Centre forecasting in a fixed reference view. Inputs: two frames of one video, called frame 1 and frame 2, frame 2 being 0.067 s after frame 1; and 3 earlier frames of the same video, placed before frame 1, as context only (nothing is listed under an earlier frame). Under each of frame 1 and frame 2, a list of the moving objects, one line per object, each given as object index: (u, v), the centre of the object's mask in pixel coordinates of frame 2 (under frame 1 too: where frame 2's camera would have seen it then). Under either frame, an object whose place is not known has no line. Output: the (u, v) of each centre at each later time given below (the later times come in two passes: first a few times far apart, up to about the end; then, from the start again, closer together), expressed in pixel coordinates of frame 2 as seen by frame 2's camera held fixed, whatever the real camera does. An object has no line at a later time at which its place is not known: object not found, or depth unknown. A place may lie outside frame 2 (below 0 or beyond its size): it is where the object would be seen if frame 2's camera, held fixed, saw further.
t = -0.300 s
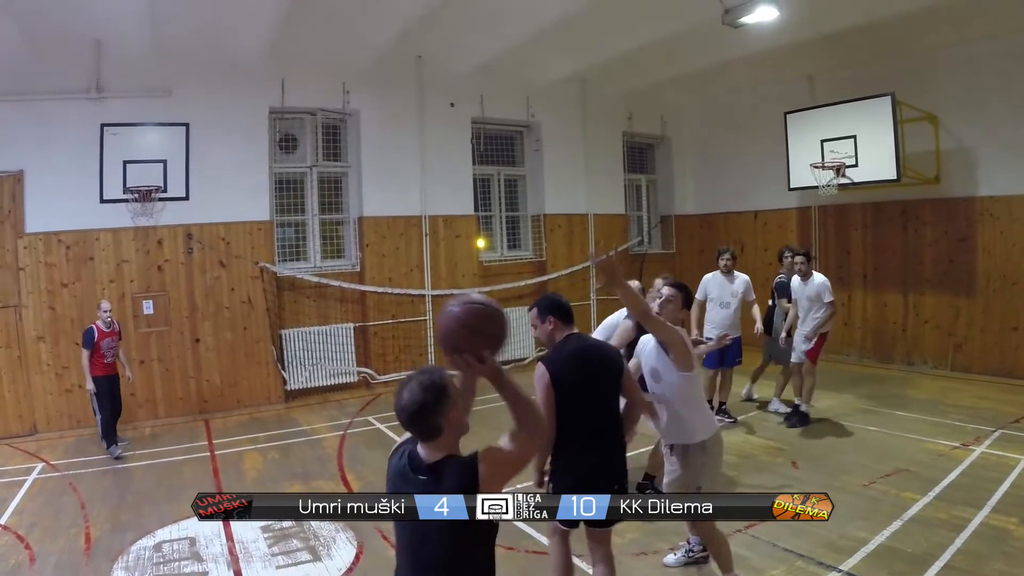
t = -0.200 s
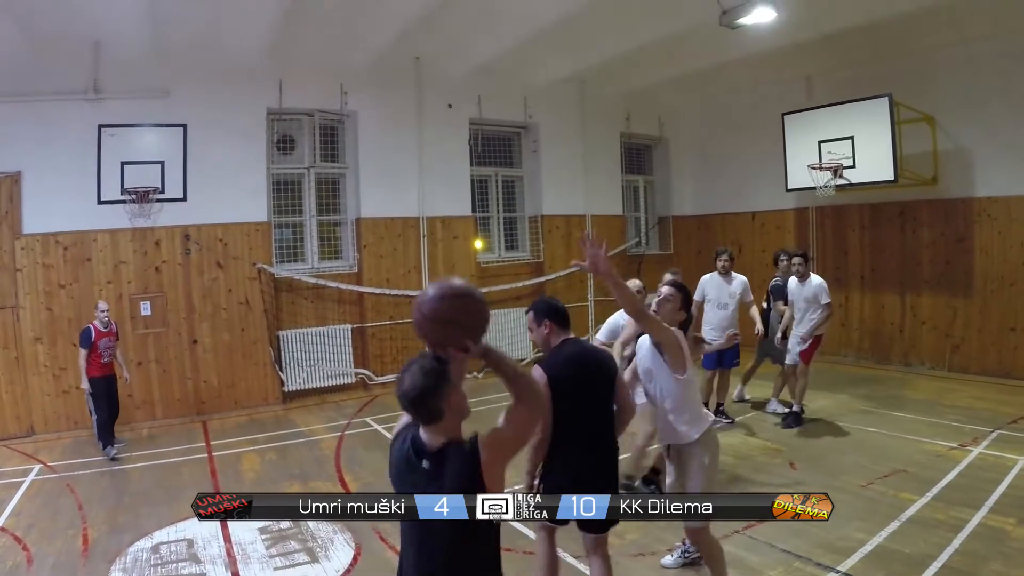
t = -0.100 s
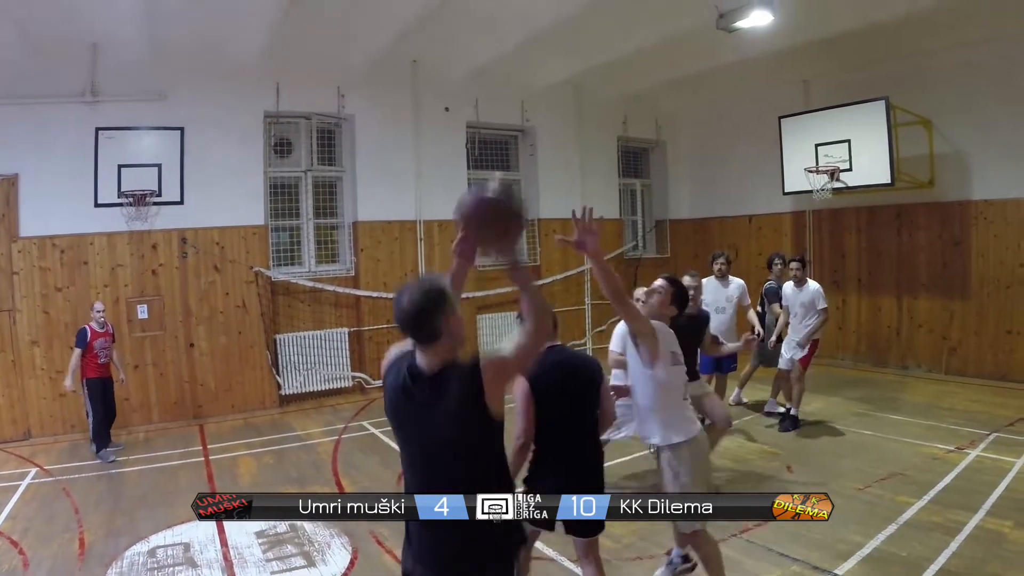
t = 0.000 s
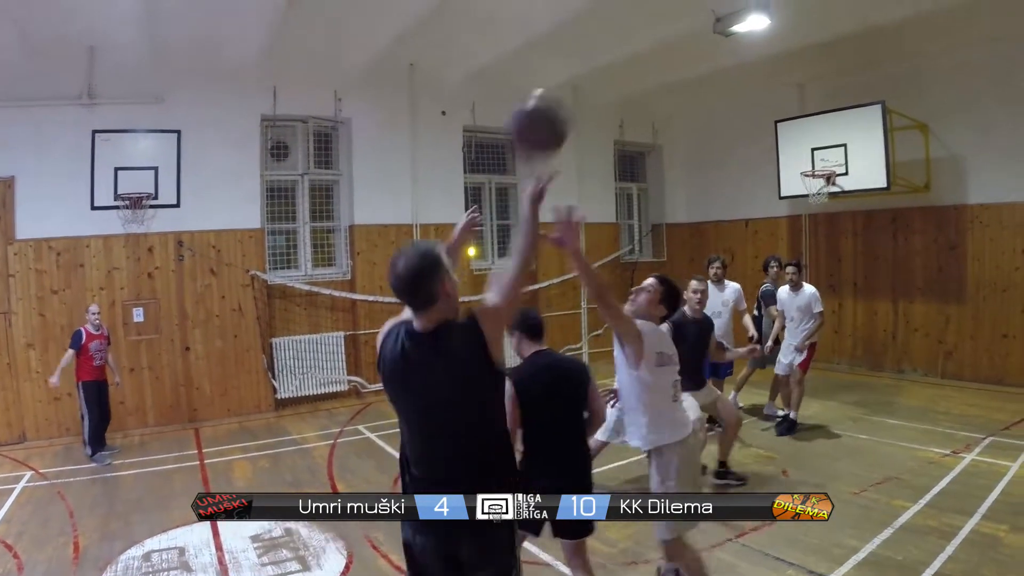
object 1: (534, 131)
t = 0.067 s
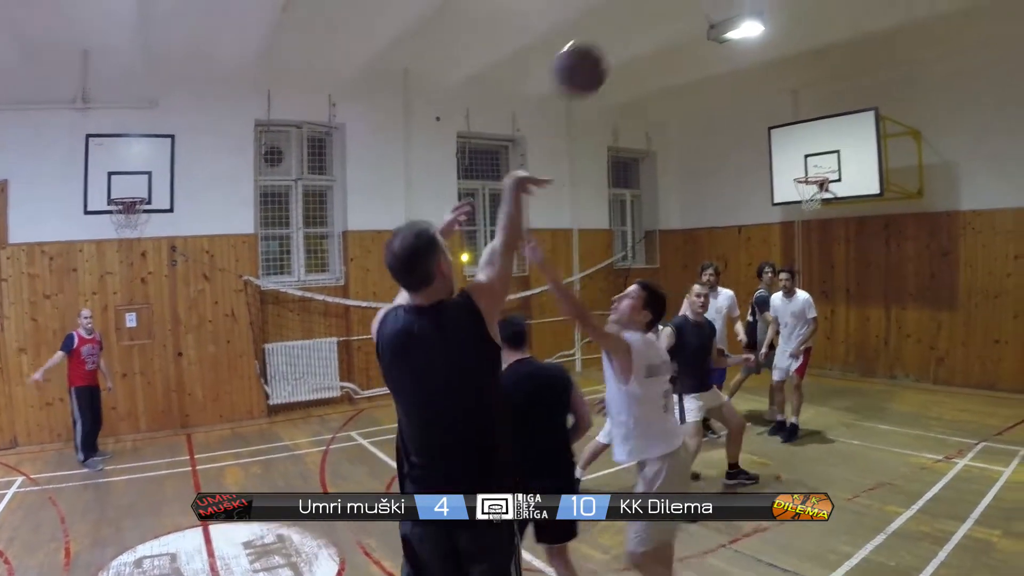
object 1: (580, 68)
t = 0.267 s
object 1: (672, -8)
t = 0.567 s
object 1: (738, 10)
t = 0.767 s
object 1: (766, 67)
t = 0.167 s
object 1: (633, 15)
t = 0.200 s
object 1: (647, 5)
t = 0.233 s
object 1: (660, -3)
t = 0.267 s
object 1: (672, -8)
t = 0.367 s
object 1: (702, -13)
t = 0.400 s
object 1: (710, -12)
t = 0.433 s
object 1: (717, -10)
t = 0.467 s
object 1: (723, -6)
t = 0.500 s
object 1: (729, -1)
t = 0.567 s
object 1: (738, 10)
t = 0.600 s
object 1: (746, 17)
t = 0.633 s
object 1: (751, 24)
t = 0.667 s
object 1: (754, 39)
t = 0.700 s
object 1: (758, 48)
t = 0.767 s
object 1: (766, 67)
